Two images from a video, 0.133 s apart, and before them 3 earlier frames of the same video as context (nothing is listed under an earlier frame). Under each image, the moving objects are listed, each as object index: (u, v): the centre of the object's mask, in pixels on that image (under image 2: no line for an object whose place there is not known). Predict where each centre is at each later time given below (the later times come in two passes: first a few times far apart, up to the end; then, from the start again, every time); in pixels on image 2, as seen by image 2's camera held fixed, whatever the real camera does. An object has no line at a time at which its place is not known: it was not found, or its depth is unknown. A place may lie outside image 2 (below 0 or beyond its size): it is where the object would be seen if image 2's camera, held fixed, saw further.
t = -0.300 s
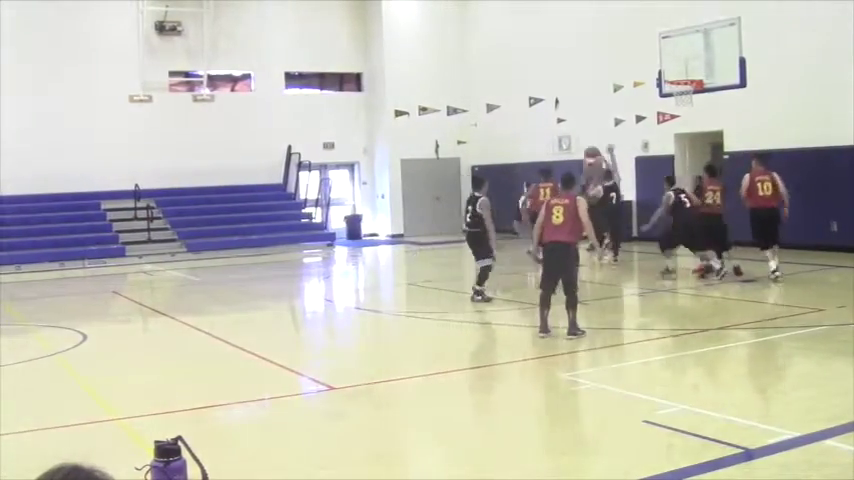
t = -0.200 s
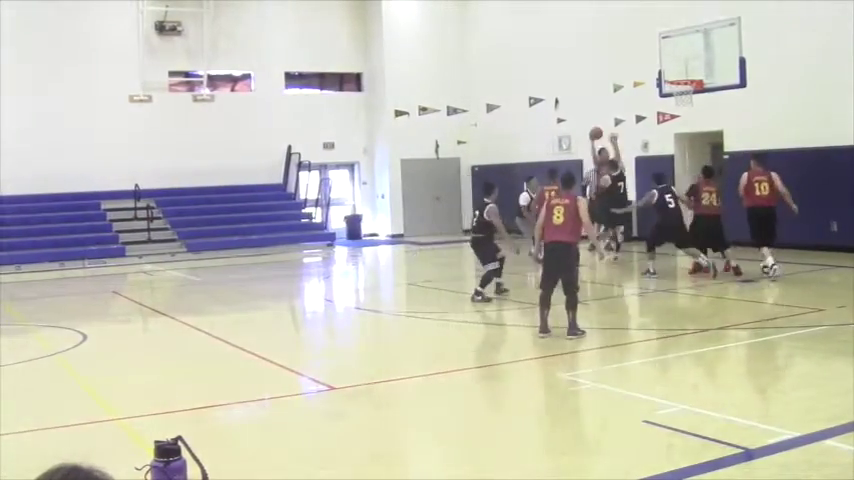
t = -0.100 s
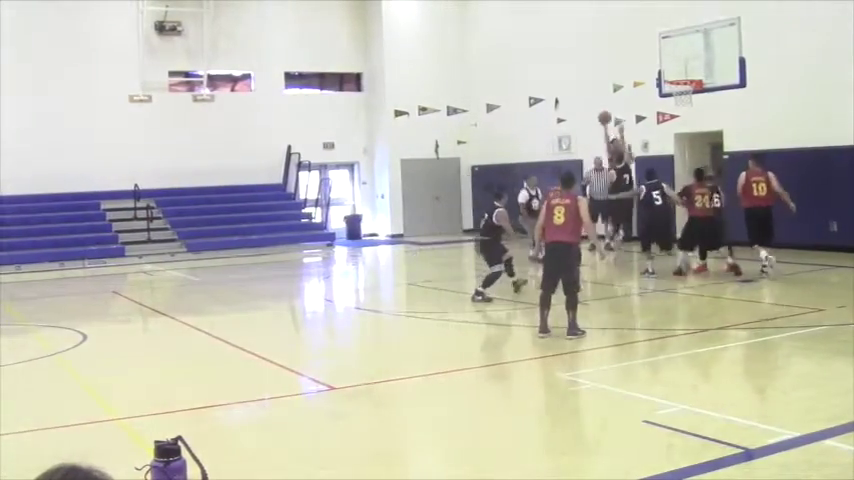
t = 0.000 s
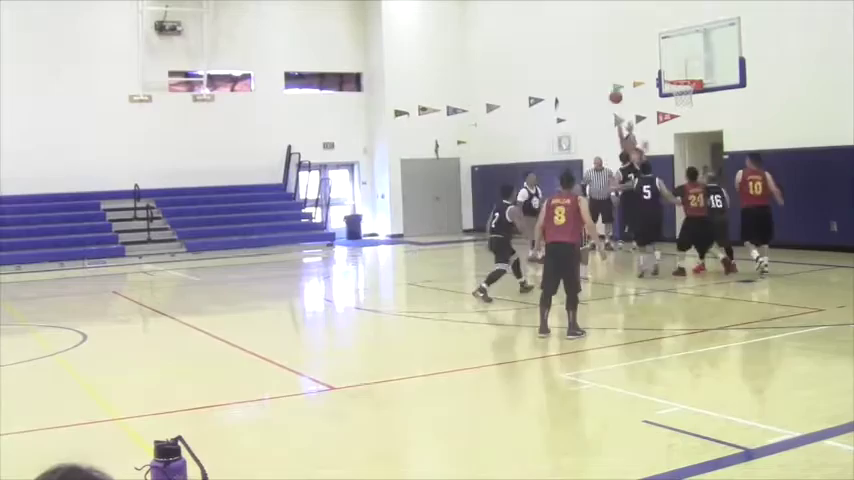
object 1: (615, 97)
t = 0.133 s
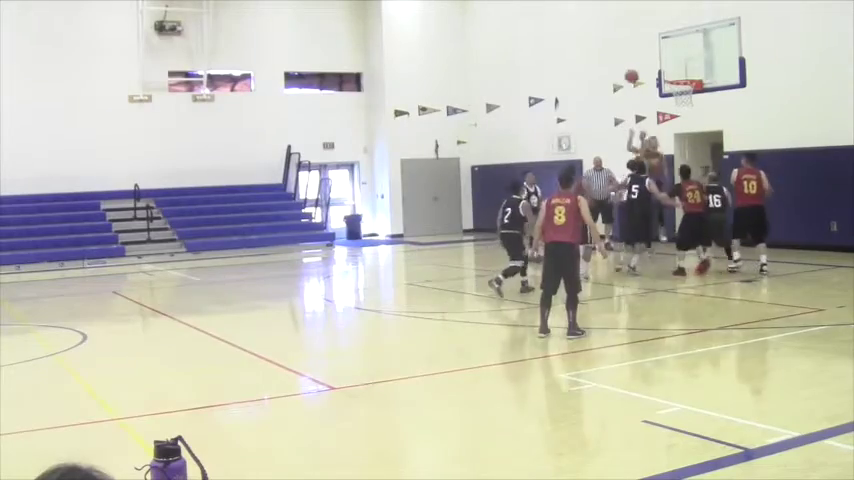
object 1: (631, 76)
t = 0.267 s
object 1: (649, 65)
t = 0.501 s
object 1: (680, 69)
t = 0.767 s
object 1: (662, 71)
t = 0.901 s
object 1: (650, 73)
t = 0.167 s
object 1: (635, 72)
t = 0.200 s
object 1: (640, 70)
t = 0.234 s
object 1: (644, 67)
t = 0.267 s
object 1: (649, 65)
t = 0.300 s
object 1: (653, 63)
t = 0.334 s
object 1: (657, 63)
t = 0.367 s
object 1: (662, 63)
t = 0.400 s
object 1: (666, 63)
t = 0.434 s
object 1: (671, 65)
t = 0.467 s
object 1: (676, 67)
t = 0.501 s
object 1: (680, 69)
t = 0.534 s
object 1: (685, 73)
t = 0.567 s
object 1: (690, 75)
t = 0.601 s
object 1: (685, 74)
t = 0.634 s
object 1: (679, 74)
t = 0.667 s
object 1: (672, 74)
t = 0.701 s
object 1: (669, 73)
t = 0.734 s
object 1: (665, 71)
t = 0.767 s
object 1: (662, 71)
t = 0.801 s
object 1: (659, 71)
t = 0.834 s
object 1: (656, 71)
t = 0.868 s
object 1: (653, 72)
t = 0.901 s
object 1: (650, 73)
